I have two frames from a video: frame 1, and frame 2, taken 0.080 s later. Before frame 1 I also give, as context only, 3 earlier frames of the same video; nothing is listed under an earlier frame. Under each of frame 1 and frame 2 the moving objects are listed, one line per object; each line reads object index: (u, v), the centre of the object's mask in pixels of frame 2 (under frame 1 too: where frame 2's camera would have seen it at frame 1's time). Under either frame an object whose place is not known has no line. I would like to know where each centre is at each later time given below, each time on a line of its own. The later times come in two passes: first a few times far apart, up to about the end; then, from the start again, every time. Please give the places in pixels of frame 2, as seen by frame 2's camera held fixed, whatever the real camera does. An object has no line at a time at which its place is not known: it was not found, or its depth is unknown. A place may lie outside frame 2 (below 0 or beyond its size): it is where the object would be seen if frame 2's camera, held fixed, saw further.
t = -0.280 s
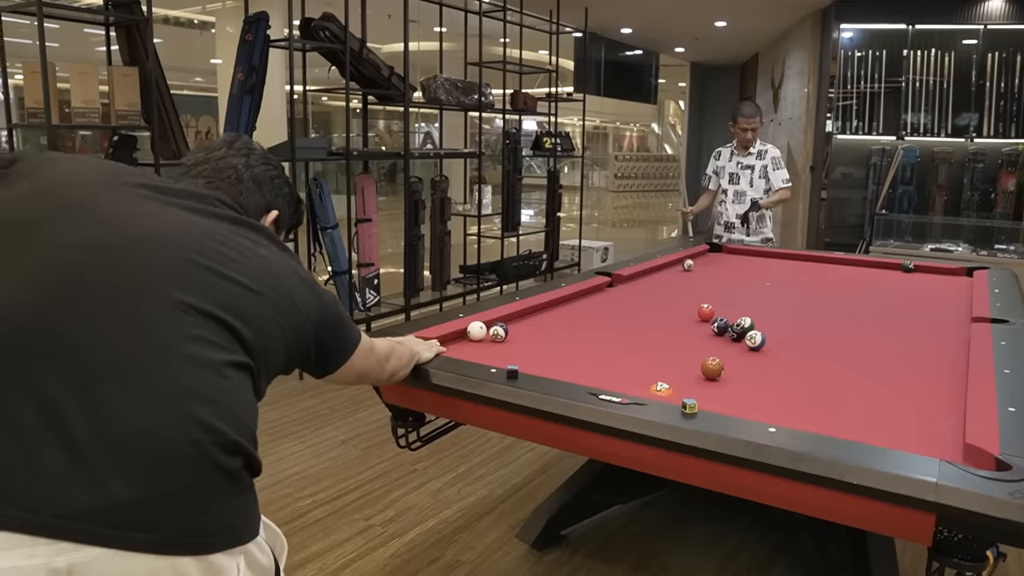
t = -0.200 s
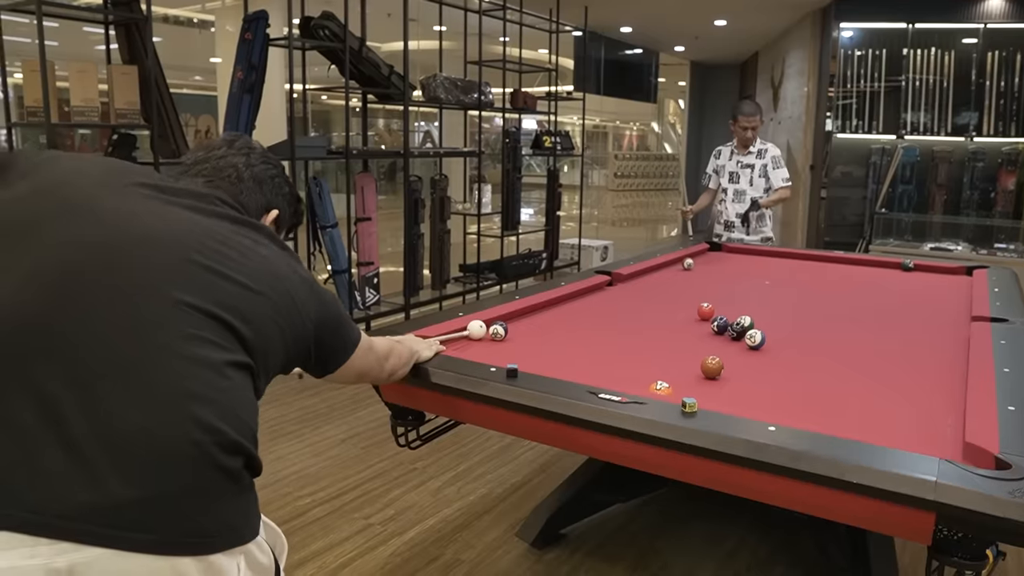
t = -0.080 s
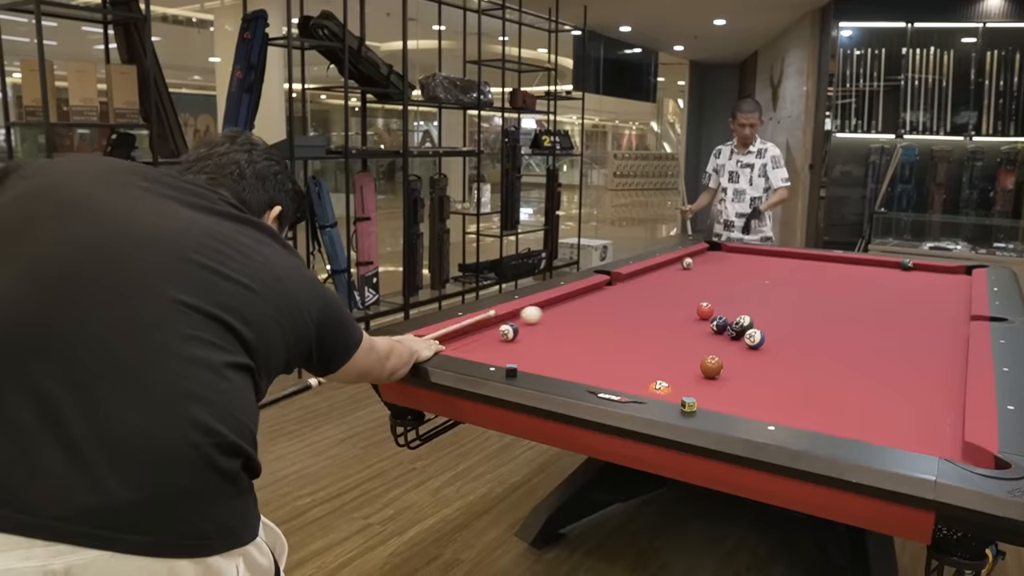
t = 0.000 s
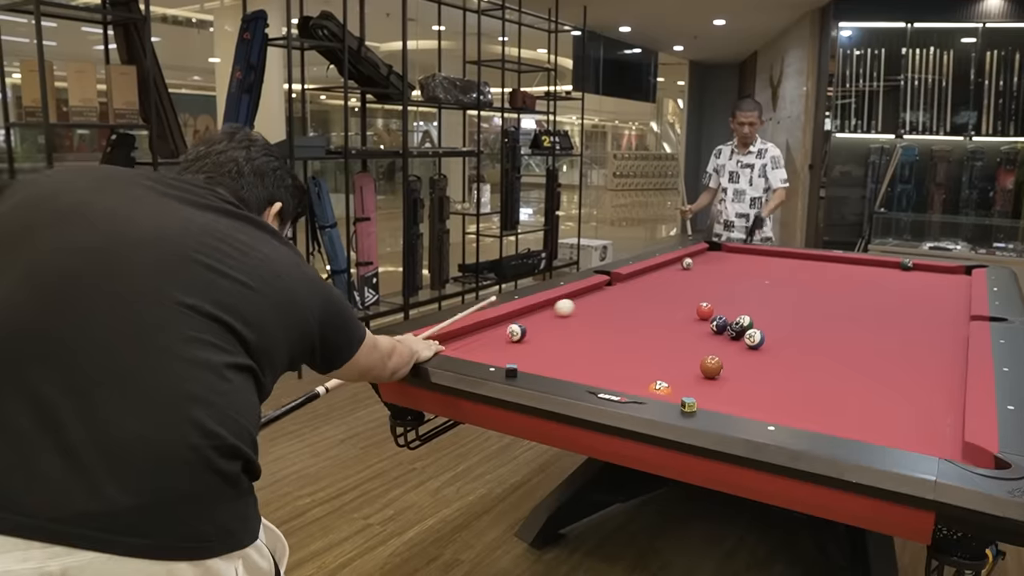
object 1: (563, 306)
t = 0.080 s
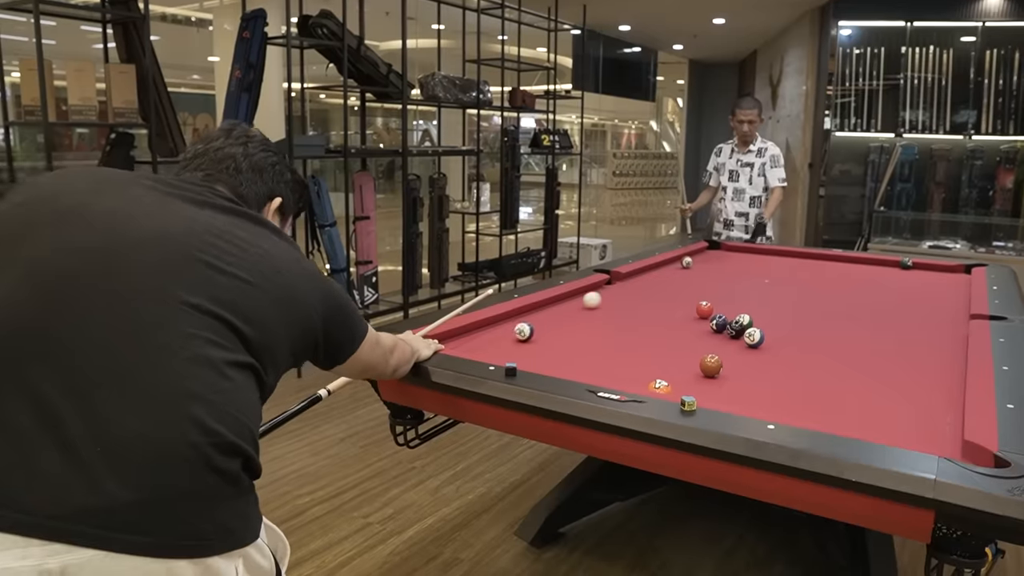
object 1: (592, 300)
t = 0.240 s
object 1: (638, 290)
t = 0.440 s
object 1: (686, 279)
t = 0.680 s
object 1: (734, 269)
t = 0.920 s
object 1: (773, 260)
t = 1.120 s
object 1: (800, 254)
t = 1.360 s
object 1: (829, 261)
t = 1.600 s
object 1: (862, 270)
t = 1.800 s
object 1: (892, 278)
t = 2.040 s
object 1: (933, 288)
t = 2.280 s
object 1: (952, 297)
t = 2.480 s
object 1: (929, 300)
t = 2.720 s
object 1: (899, 303)
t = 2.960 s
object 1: (870, 306)
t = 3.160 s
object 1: (844, 309)
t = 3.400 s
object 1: (814, 312)
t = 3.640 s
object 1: (782, 315)
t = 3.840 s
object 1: (757, 317)
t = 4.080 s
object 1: (726, 313)
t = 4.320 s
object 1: (693, 317)
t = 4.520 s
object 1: (669, 317)
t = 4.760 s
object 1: (640, 316)
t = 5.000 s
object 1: (615, 315)
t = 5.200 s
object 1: (594, 314)
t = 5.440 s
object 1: (571, 313)
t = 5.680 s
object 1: (549, 313)
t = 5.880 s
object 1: (532, 312)
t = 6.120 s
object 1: (524, 312)
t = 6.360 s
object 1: (529, 314)
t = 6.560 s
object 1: (533, 316)
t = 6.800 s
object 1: (536, 318)
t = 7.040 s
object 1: (540, 319)
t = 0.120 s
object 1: (604, 297)
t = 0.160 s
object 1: (616, 295)
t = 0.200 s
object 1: (627, 292)
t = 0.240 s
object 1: (638, 290)
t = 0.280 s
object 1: (648, 288)
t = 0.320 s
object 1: (658, 285)
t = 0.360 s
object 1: (668, 283)
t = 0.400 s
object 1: (677, 281)
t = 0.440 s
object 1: (686, 279)
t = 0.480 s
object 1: (695, 278)
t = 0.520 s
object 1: (703, 276)
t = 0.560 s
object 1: (711, 274)
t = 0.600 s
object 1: (719, 272)
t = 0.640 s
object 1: (727, 271)
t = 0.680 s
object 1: (734, 269)
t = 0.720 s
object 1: (741, 267)
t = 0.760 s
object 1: (748, 266)
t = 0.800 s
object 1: (754, 264)
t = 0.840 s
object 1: (761, 263)
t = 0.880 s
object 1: (767, 261)
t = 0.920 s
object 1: (773, 260)
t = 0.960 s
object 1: (779, 259)
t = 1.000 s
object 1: (784, 257)
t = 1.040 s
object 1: (790, 256)
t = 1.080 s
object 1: (795, 255)
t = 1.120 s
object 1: (800, 254)
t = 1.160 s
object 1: (805, 254)
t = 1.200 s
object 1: (810, 255)
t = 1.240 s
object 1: (814, 257)
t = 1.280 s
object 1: (820, 258)
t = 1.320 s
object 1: (824, 260)
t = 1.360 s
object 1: (829, 261)
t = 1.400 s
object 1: (834, 263)
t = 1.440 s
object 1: (840, 264)
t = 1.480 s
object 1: (845, 265)
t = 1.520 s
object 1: (851, 267)
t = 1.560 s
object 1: (856, 268)
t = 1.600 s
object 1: (862, 270)
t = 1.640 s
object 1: (868, 271)
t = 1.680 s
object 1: (874, 273)
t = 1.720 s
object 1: (880, 274)
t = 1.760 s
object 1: (886, 276)
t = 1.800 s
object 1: (892, 278)
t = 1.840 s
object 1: (899, 279)
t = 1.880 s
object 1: (905, 281)
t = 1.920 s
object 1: (912, 283)
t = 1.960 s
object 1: (919, 285)
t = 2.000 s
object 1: (926, 287)
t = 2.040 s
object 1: (933, 288)
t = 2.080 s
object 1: (940, 290)
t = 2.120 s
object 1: (947, 292)
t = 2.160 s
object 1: (955, 294)
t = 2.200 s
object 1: (962, 296)
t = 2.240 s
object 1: (958, 297)
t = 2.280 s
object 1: (952, 297)
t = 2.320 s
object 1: (948, 298)
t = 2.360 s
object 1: (943, 298)
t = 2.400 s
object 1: (938, 299)
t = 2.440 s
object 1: (933, 299)
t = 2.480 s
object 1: (929, 300)
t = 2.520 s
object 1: (924, 300)
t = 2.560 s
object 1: (919, 301)
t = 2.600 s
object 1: (914, 301)
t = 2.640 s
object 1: (909, 302)
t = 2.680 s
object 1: (904, 302)
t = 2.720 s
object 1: (899, 303)
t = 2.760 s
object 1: (894, 303)
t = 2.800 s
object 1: (890, 304)
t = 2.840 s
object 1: (885, 305)
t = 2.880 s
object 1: (879, 305)
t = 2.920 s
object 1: (874, 306)
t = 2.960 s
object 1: (870, 306)
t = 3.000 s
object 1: (864, 307)
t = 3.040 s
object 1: (859, 307)
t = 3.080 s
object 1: (854, 308)
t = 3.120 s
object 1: (849, 308)
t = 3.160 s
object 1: (844, 309)
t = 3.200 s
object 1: (839, 309)
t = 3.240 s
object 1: (834, 310)
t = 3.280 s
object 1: (829, 310)
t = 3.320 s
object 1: (824, 311)
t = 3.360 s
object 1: (819, 311)
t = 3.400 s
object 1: (814, 312)
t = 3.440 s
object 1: (808, 313)
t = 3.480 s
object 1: (803, 313)
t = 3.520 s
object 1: (798, 313)
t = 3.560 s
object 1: (793, 314)
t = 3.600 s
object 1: (788, 314)
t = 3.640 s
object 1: (782, 315)
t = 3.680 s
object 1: (777, 316)
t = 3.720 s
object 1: (772, 316)
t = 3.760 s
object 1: (767, 317)
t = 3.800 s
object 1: (761, 317)
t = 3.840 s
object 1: (757, 317)
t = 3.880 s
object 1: (753, 315)
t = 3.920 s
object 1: (747, 314)
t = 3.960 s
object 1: (738, 313)
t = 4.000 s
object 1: (734, 314)
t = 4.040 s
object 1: (730, 314)
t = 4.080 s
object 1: (726, 313)
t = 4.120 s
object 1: (718, 313)
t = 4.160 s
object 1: (711, 314)
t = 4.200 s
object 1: (707, 317)
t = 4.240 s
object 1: (703, 317)
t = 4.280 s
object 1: (698, 317)
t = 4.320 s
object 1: (693, 317)
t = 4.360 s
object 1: (688, 317)
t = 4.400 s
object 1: (683, 317)
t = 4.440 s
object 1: (678, 317)
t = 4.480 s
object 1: (673, 317)
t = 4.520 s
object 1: (669, 317)
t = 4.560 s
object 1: (664, 316)
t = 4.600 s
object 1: (659, 316)
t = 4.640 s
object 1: (654, 316)
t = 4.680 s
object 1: (650, 316)
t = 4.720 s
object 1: (645, 316)
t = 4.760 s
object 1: (640, 316)
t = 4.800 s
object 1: (636, 316)
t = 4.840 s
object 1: (632, 316)
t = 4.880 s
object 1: (627, 315)
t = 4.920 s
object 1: (623, 315)
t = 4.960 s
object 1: (619, 315)
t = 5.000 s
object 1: (615, 315)
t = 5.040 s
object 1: (610, 315)
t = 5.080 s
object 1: (606, 314)
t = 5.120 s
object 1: (602, 315)
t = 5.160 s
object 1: (598, 314)
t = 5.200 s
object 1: (594, 314)
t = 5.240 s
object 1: (590, 314)
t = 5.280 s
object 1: (586, 314)
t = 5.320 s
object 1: (582, 314)
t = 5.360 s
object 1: (578, 314)
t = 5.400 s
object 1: (575, 313)
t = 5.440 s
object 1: (571, 313)
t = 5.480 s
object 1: (567, 313)
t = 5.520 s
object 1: (563, 313)
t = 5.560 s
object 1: (560, 313)
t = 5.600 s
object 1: (556, 313)
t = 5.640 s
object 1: (553, 313)
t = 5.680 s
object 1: (549, 313)
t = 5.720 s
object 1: (545, 313)
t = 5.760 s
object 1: (542, 312)
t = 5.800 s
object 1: (539, 312)
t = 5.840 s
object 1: (535, 312)
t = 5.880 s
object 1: (532, 312)
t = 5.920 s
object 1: (529, 312)
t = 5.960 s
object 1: (526, 312)
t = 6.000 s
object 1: (523, 311)
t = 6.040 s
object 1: (522, 312)
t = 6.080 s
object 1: (523, 312)
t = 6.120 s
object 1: (524, 312)
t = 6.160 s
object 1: (525, 313)
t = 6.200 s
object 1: (525, 313)
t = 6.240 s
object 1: (527, 313)
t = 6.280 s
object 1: (527, 314)
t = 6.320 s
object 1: (528, 314)
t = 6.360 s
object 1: (529, 314)
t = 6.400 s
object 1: (530, 315)
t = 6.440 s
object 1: (531, 315)
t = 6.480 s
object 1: (531, 315)
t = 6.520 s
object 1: (532, 316)
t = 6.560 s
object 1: (533, 316)
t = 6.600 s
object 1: (534, 316)
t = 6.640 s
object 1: (534, 316)
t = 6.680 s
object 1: (535, 317)
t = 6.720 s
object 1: (535, 317)
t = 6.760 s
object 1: (536, 317)
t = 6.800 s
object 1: (536, 318)
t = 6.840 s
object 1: (537, 318)
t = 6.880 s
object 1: (538, 318)
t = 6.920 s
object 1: (538, 318)
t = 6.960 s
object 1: (539, 318)
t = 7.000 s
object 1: (539, 319)
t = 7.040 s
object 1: (540, 319)
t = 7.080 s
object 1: (540, 319)
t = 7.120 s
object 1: (541, 319)
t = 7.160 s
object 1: (541, 319)
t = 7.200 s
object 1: (542, 320)
